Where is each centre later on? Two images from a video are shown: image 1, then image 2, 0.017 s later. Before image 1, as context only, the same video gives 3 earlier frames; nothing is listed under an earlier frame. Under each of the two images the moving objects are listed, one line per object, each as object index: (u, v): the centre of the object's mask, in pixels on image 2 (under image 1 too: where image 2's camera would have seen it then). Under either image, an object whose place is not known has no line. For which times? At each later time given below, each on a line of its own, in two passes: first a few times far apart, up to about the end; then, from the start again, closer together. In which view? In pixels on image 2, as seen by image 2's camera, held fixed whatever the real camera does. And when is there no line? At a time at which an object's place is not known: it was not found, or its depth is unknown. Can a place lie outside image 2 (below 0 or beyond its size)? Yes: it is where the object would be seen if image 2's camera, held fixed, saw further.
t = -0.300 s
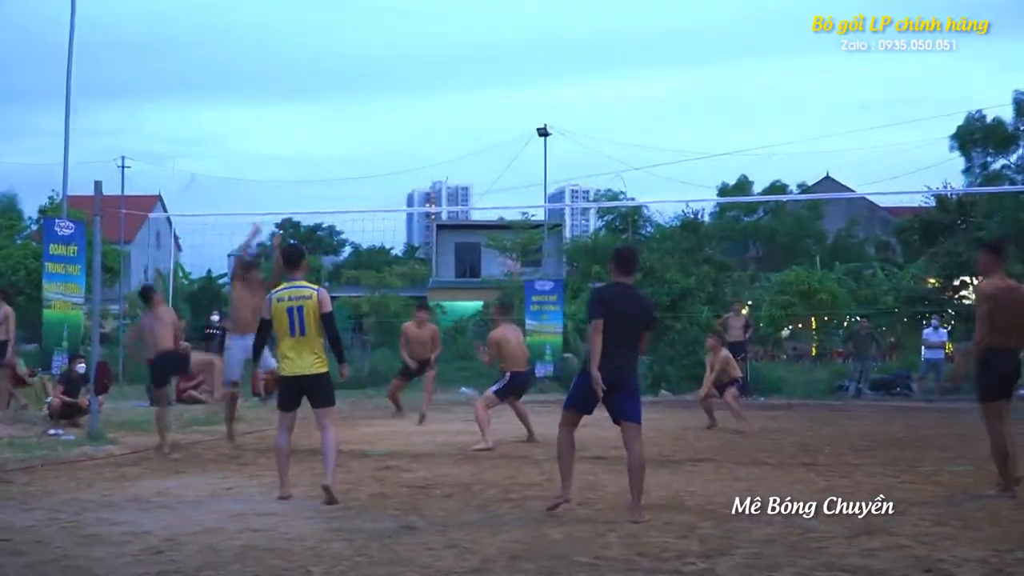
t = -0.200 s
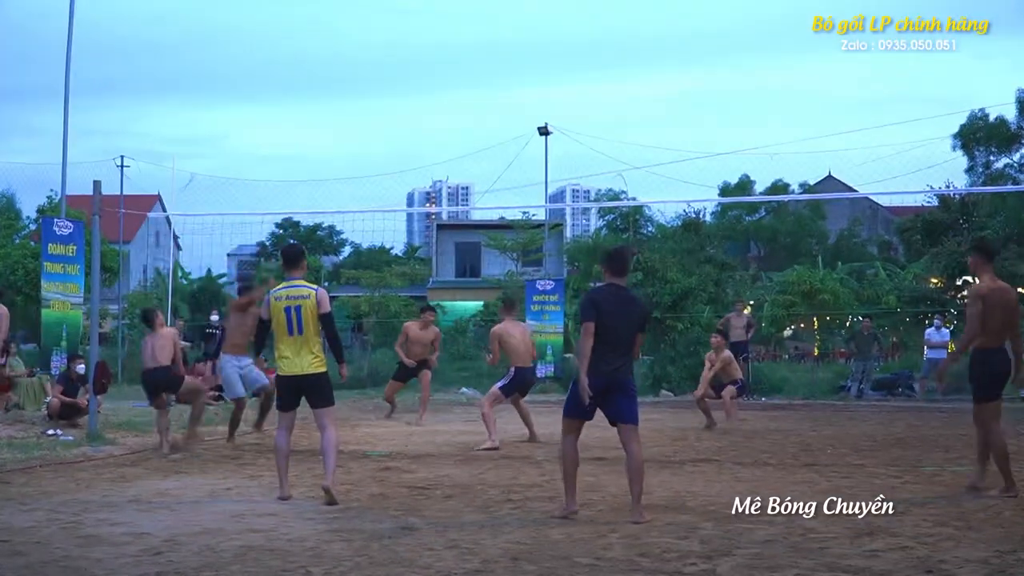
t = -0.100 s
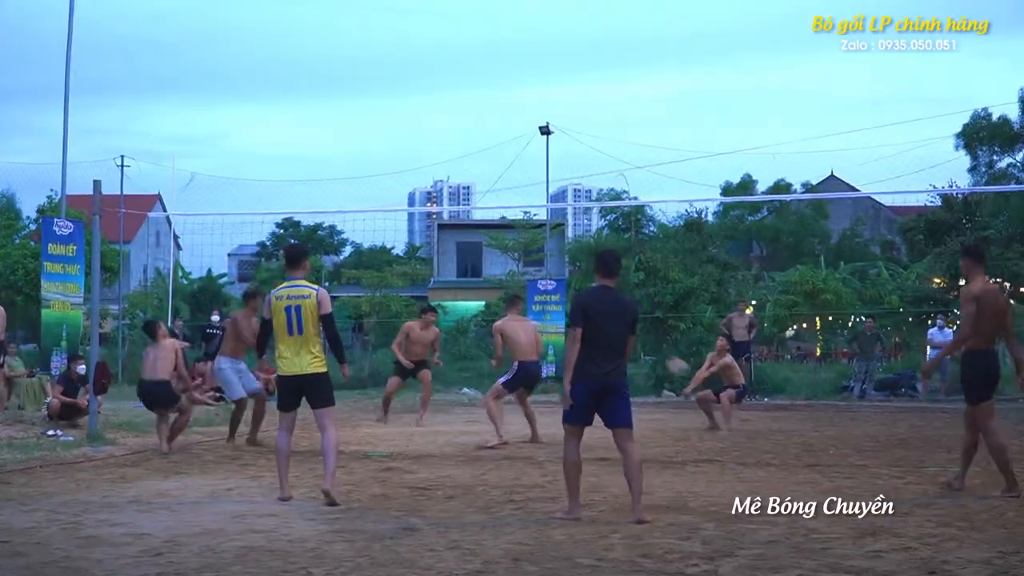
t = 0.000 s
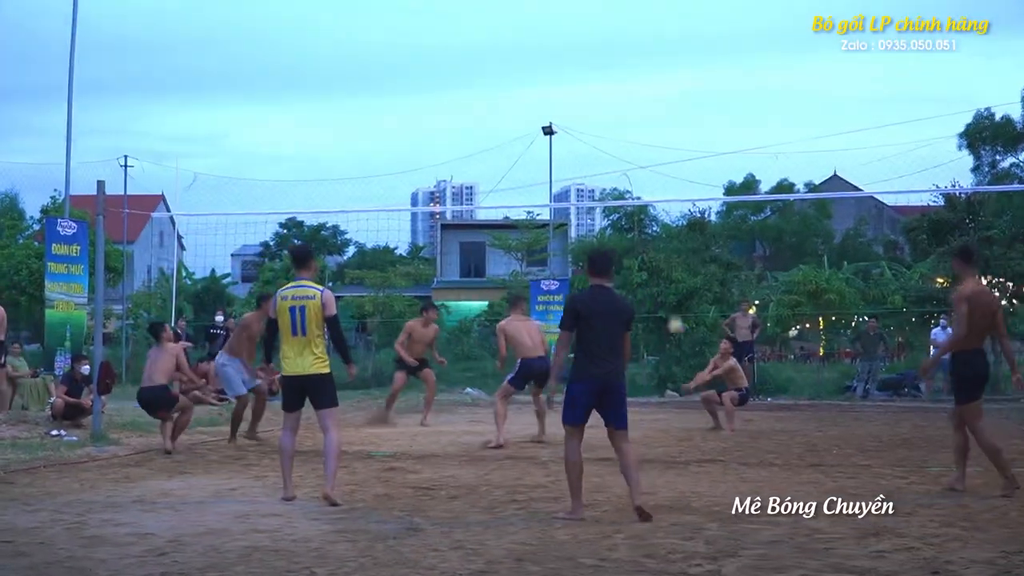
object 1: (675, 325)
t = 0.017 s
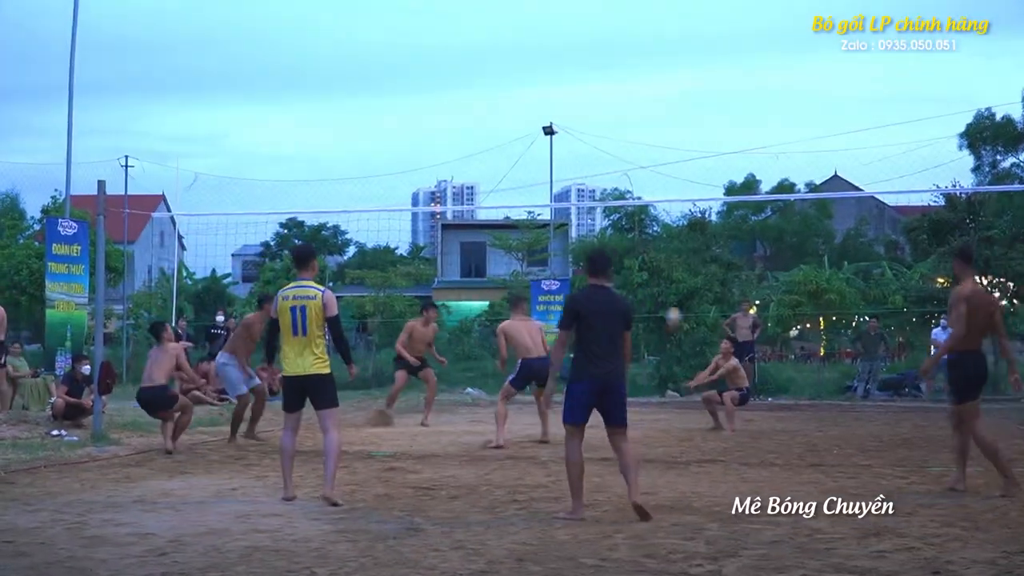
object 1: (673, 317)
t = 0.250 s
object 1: (628, 209)
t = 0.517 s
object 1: (571, 131)
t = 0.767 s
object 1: (521, 110)
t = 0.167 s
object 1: (643, 242)
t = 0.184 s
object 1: (640, 235)
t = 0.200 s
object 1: (637, 228)
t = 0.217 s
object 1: (632, 221)
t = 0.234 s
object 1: (630, 213)
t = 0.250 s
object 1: (628, 209)
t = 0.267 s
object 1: (620, 196)
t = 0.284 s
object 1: (619, 194)
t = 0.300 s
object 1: (617, 191)
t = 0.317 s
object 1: (612, 186)
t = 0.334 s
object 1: (609, 179)
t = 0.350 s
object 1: (605, 173)
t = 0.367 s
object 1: (602, 168)
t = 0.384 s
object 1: (598, 163)
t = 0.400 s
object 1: (595, 158)
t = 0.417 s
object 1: (591, 154)
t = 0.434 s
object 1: (588, 150)
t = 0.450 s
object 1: (585, 145)
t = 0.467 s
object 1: (581, 142)
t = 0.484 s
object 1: (578, 138)
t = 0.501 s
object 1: (575, 135)
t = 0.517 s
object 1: (571, 131)
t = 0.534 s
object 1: (567, 128)
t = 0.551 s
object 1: (564, 125)
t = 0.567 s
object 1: (560, 123)
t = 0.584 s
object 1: (557, 121)
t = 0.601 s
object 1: (554, 118)
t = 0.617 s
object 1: (551, 116)
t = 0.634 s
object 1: (548, 115)
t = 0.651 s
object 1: (545, 113)
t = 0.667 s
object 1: (541, 112)
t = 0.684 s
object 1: (538, 111)
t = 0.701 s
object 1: (534, 110)
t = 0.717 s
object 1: (531, 110)
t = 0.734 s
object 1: (528, 110)
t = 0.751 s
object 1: (524, 110)
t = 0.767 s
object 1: (521, 110)
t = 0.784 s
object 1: (518, 111)
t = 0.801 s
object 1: (515, 112)
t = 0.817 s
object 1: (511, 113)
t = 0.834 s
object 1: (508, 115)
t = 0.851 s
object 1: (504, 116)
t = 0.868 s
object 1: (501, 118)
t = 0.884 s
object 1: (497, 120)
